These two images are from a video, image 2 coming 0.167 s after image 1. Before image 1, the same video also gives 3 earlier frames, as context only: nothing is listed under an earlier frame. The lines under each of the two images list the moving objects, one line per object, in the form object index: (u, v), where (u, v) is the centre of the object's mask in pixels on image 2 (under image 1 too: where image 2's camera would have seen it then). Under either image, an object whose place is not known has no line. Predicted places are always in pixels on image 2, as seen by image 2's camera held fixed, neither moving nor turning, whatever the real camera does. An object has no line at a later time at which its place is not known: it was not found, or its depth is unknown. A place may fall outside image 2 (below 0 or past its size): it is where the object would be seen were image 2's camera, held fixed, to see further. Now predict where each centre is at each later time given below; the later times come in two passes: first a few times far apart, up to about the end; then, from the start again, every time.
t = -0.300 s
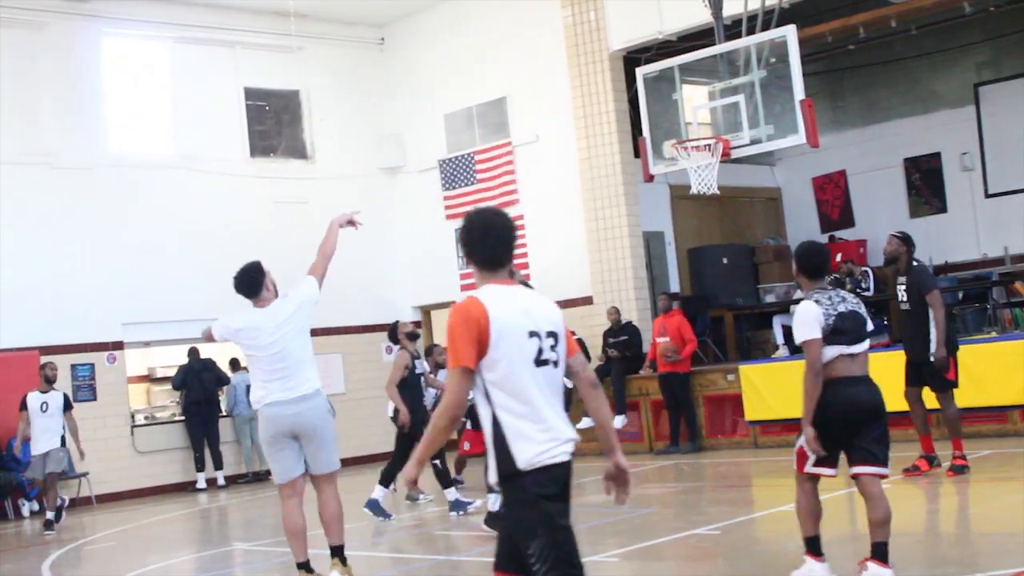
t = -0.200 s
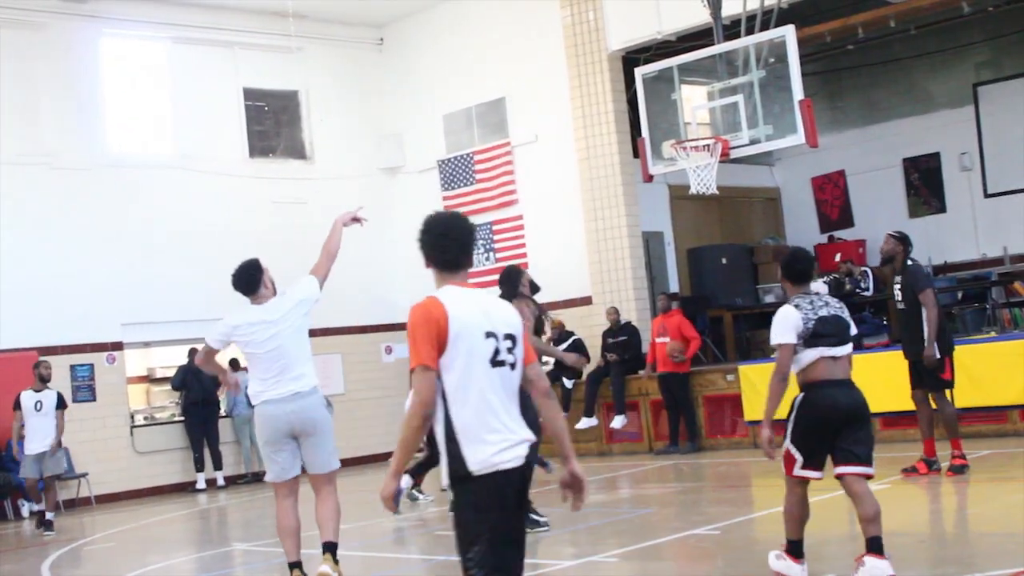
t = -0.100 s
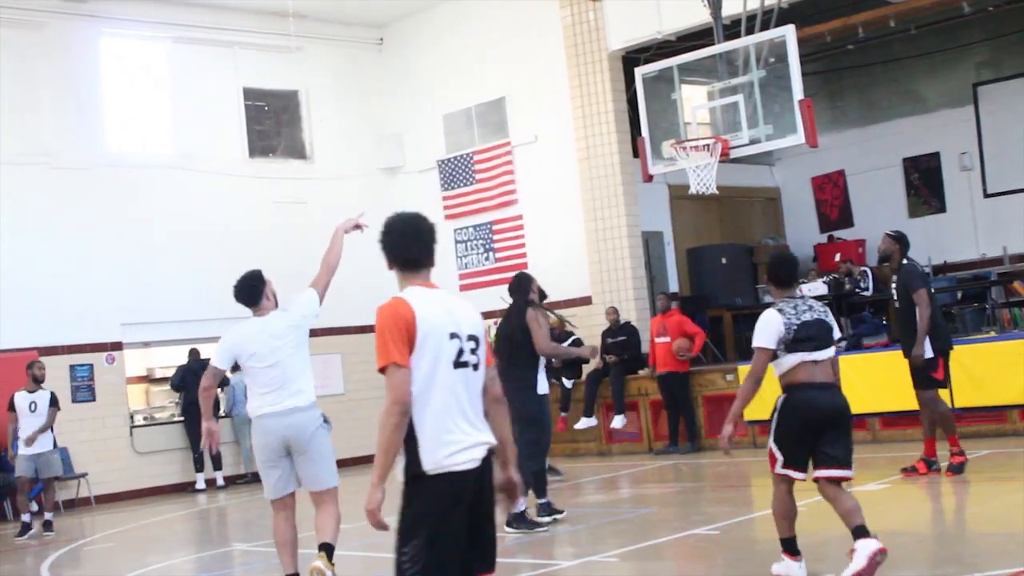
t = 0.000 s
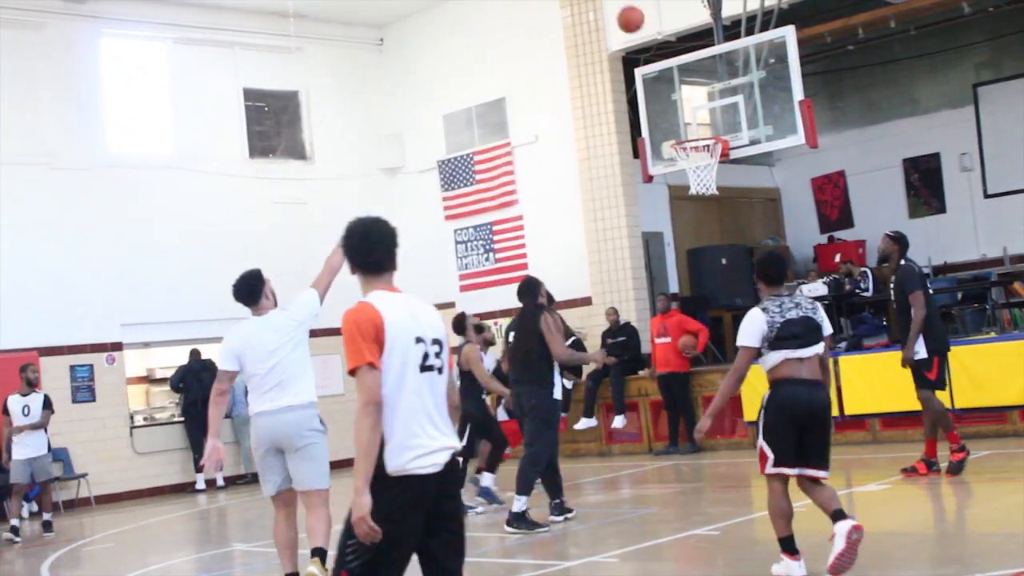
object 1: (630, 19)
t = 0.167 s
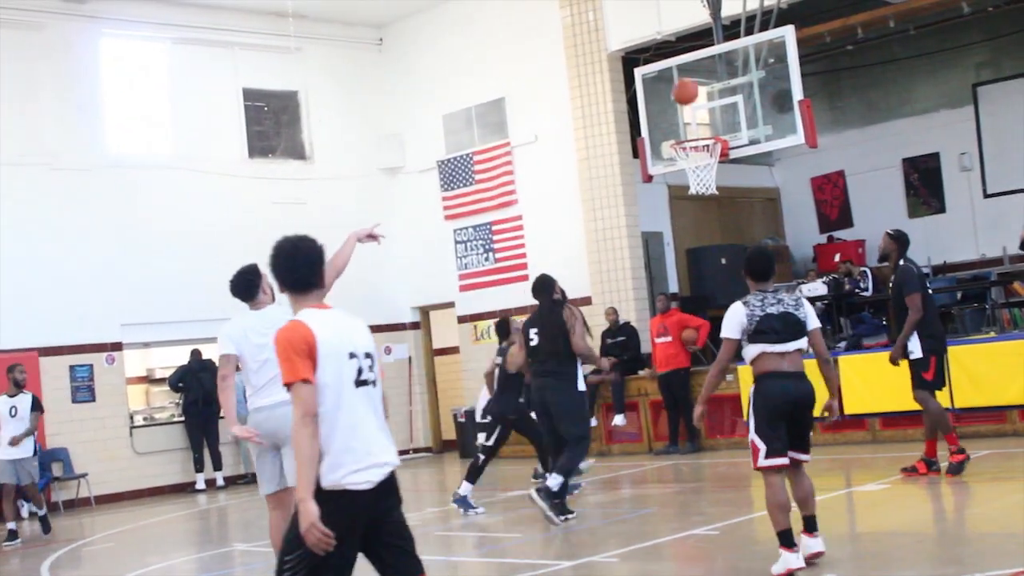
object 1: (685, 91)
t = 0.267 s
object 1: (709, 118)
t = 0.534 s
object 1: (709, 67)
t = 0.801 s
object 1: (679, 81)
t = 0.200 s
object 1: (696, 109)
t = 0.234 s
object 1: (707, 127)
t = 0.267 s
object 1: (709, 118)
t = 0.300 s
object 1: (711, 108)
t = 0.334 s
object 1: (714, 100)
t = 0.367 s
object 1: (716, 92)
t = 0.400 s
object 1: (718, 85)
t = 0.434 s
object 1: (721, 79)
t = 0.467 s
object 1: (717, 74)
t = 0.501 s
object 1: (714, 70)
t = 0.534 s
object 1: (709, 67)
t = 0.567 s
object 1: (705, 64)
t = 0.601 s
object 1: (701, 63)
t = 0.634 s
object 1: (697, 64)
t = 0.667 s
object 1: (694, 64)
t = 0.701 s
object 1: (690, 67)
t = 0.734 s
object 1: (686, 71)
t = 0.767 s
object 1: (683, 75)
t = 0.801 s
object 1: (679, 81)
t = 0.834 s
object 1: (676, 89)
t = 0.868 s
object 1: (673, 97)
